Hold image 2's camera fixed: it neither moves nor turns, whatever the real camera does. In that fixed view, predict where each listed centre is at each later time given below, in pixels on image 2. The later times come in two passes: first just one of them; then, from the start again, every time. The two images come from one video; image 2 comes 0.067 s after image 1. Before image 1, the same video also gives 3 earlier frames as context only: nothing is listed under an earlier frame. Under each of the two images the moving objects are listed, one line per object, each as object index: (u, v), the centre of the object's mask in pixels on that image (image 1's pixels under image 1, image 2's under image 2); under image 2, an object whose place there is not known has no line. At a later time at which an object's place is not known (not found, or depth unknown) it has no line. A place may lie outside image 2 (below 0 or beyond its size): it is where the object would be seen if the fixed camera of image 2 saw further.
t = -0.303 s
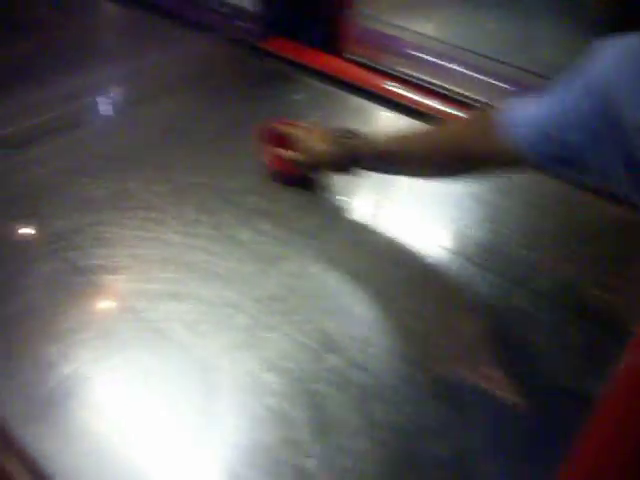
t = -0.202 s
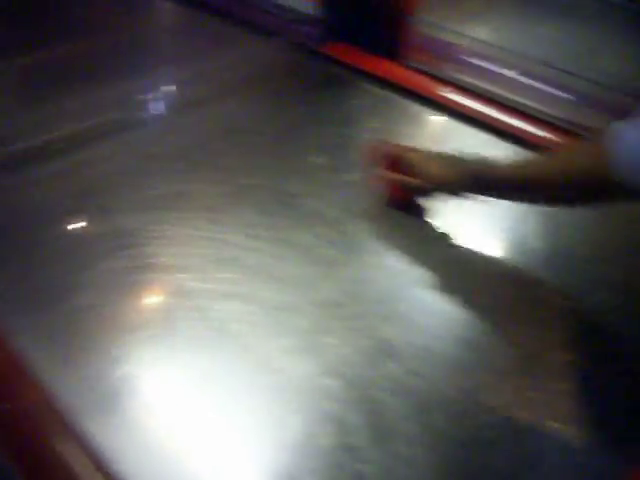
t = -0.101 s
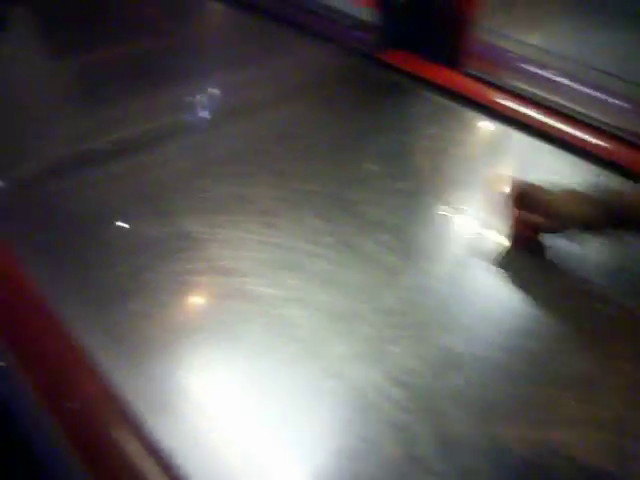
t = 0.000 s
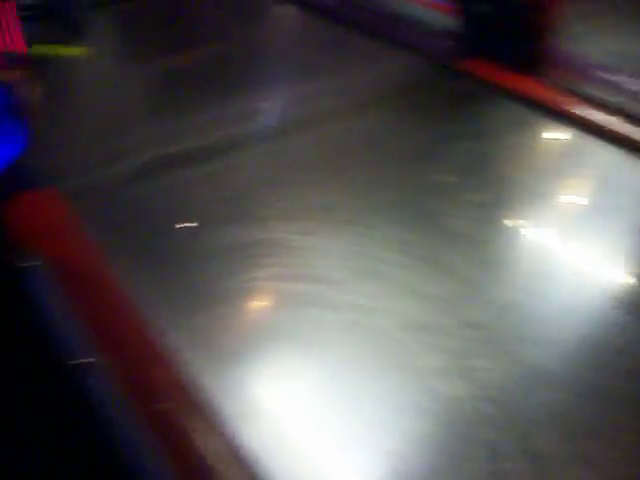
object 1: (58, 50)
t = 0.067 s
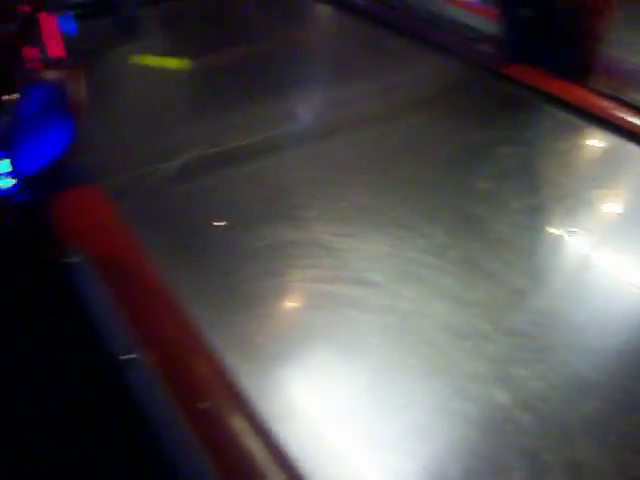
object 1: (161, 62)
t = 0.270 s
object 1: (375, 111)
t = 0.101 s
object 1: (192, 68)
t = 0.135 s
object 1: (225, 76)
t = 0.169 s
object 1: (259, 83)
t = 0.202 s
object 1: (293, 91)
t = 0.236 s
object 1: (334, 100)
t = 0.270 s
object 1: (375, 111)
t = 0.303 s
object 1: (416, 121)
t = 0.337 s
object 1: (458, 131)
